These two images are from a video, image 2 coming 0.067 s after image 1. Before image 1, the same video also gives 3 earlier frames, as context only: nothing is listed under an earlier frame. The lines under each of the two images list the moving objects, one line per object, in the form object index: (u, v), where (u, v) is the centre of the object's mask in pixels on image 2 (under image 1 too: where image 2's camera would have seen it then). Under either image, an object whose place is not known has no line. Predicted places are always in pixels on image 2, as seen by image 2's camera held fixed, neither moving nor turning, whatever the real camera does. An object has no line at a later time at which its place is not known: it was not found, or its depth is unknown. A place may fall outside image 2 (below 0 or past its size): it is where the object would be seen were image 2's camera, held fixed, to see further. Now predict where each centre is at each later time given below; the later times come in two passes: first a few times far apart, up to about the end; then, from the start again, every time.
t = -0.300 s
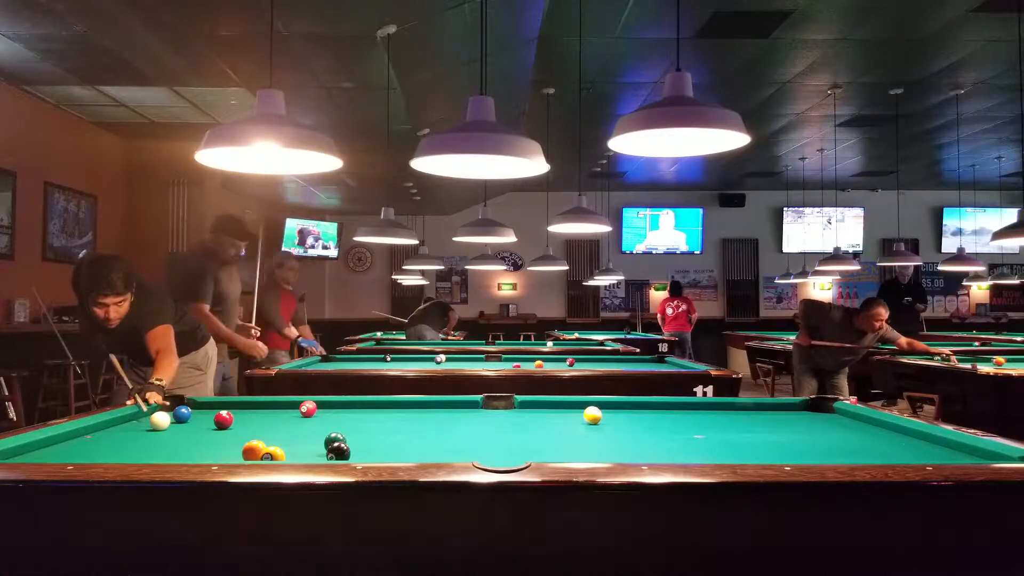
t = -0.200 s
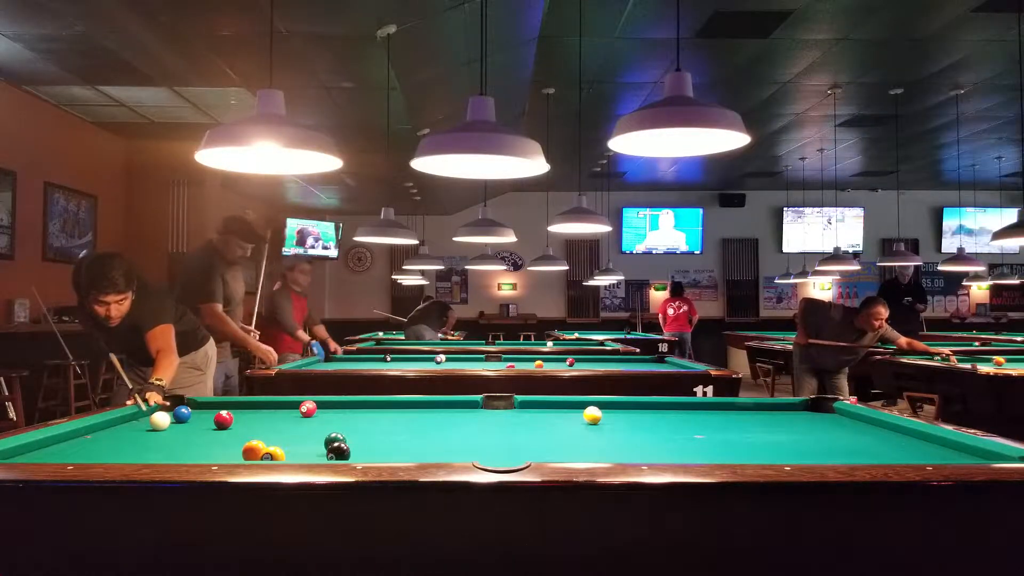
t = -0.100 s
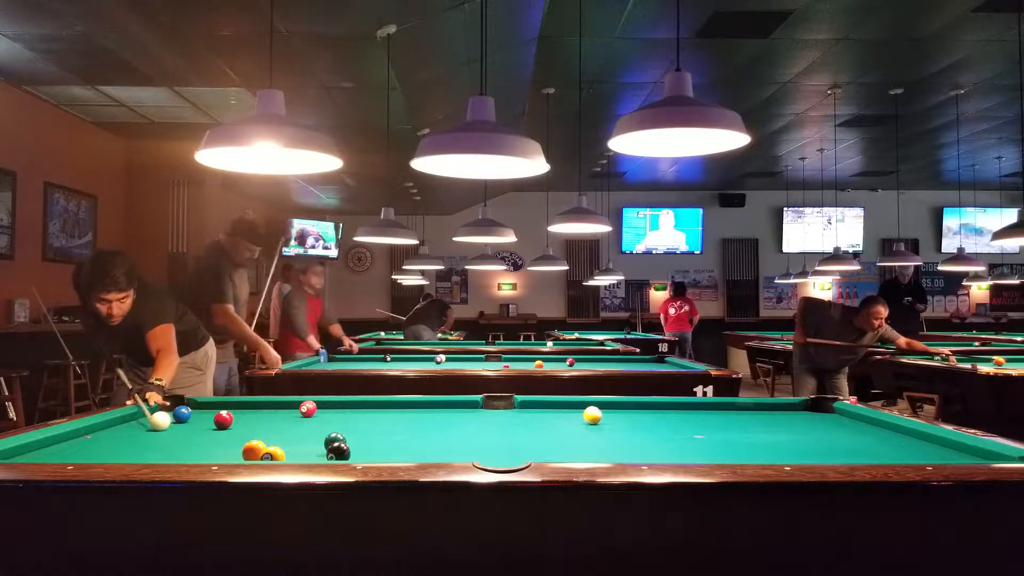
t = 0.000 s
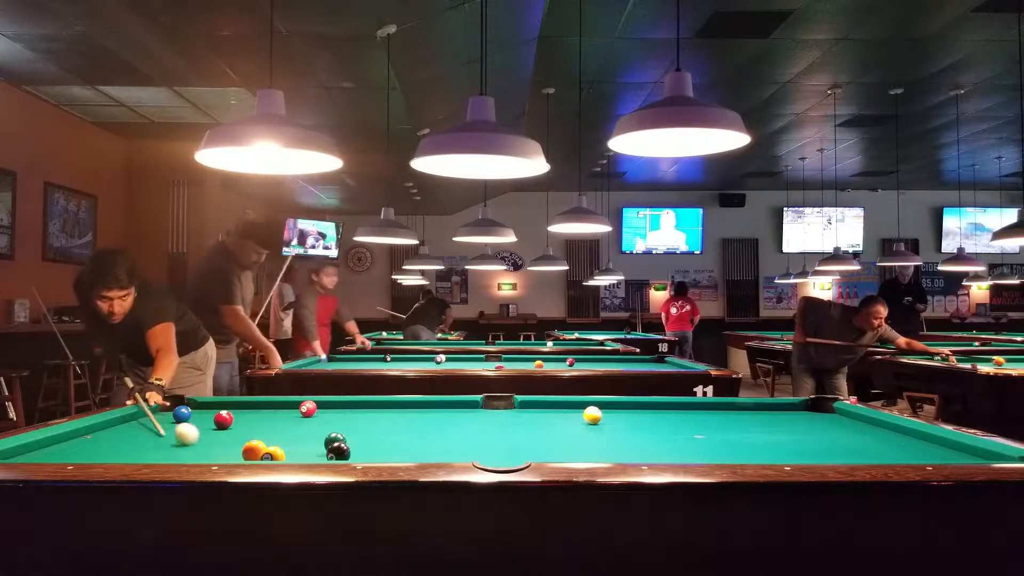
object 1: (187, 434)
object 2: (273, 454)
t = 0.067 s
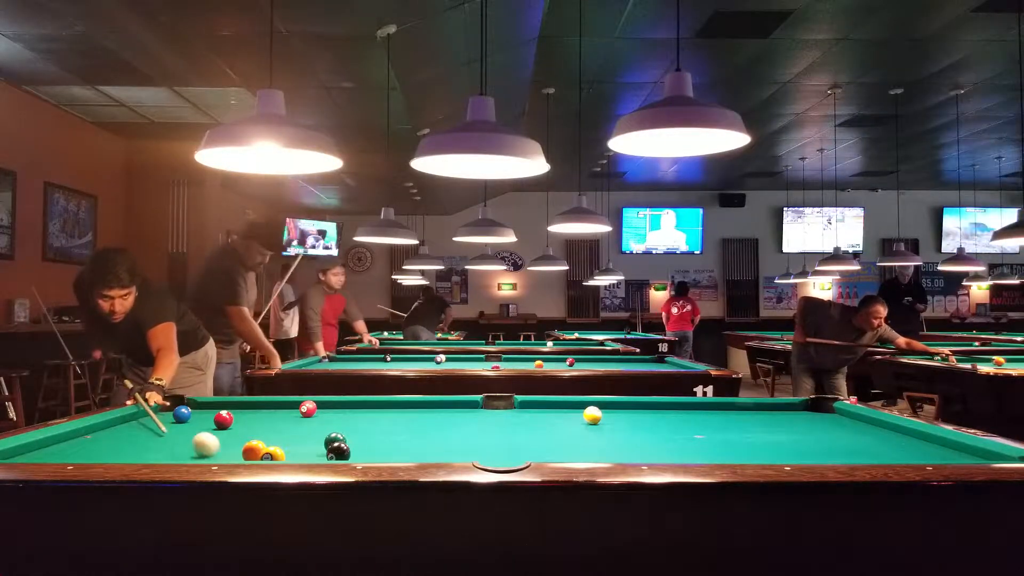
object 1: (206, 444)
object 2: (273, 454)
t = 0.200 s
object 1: (247, 455)
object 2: (275, 453)
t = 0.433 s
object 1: (212, 450)
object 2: (355, 444)
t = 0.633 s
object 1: (184, 445)
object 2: (405, 437)
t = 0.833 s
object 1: (160, 439)
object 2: (450, 430)
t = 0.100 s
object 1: (216, 449)
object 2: (273, 454)
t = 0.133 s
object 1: (227, 452)
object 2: (273, 454)
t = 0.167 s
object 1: (238, 455)
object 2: (273, 454)
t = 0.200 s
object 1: (247, 455)
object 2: (275, 453)
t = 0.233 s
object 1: (243, 455)
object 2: (289, 453)
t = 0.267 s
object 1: (237, 454)
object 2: (302, 451)
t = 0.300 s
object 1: (232, 453)
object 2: (313, 450)
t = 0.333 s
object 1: (227, 452)
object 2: (321, 448)
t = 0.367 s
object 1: (222, 451)
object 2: (327, 445)
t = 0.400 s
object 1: (217, 451)
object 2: (347, 442)
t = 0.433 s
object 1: (212, 450)
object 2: (355, 444)
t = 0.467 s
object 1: (207, 450)
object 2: (362, 444)
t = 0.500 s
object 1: (202, 449)
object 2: (371, 442)
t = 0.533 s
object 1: (197, 448)
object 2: (379, 441)
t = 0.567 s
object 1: (193, 447)
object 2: (388, 439)
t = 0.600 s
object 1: (189, 446)
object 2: (396, 439)
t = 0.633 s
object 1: (184, 445)
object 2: (405, 437)
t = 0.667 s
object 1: (180, 444)
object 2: (413, 436)
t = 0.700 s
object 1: (176, 443)
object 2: (421, 435)
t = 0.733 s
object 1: (172, 442)
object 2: (428, 434)
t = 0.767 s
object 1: (168, 441)
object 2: (435, 432)
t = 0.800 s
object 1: (164, 440)
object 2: (443, 431)
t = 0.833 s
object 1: (160, 439)
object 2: (450, 430)
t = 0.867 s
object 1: (156, 438)
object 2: (456, 429)
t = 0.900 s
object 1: (152, 437)
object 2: (463, 428)
